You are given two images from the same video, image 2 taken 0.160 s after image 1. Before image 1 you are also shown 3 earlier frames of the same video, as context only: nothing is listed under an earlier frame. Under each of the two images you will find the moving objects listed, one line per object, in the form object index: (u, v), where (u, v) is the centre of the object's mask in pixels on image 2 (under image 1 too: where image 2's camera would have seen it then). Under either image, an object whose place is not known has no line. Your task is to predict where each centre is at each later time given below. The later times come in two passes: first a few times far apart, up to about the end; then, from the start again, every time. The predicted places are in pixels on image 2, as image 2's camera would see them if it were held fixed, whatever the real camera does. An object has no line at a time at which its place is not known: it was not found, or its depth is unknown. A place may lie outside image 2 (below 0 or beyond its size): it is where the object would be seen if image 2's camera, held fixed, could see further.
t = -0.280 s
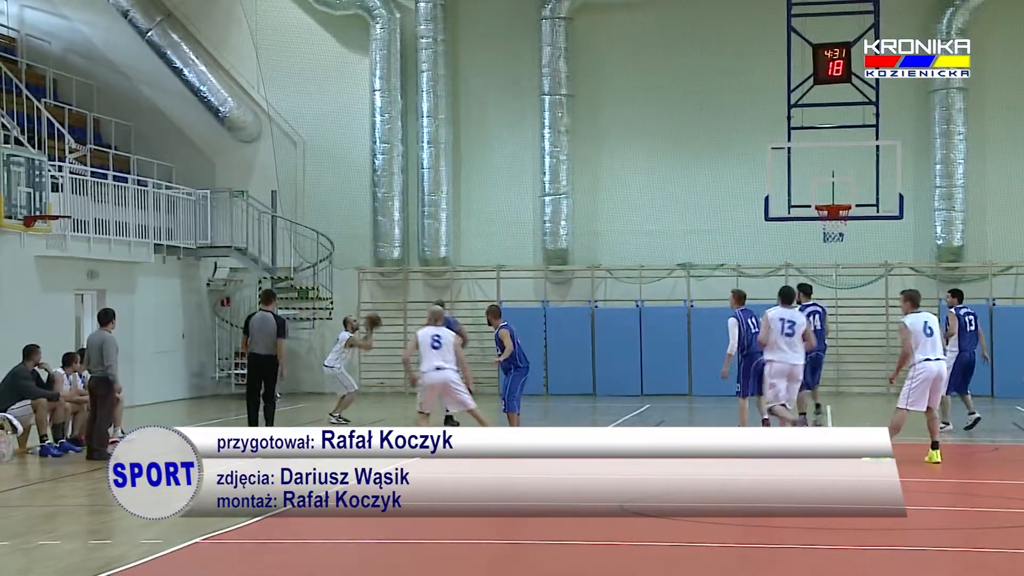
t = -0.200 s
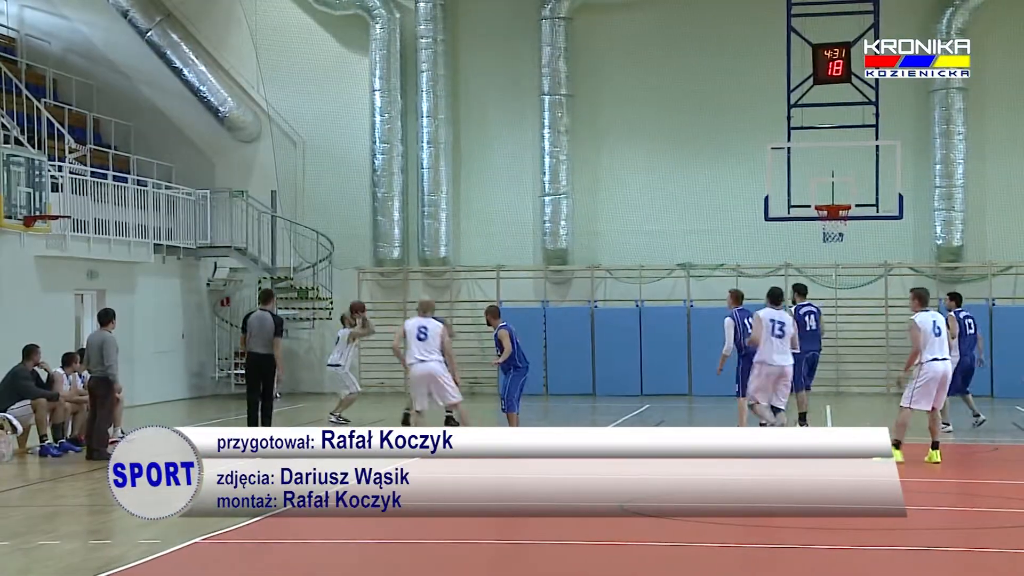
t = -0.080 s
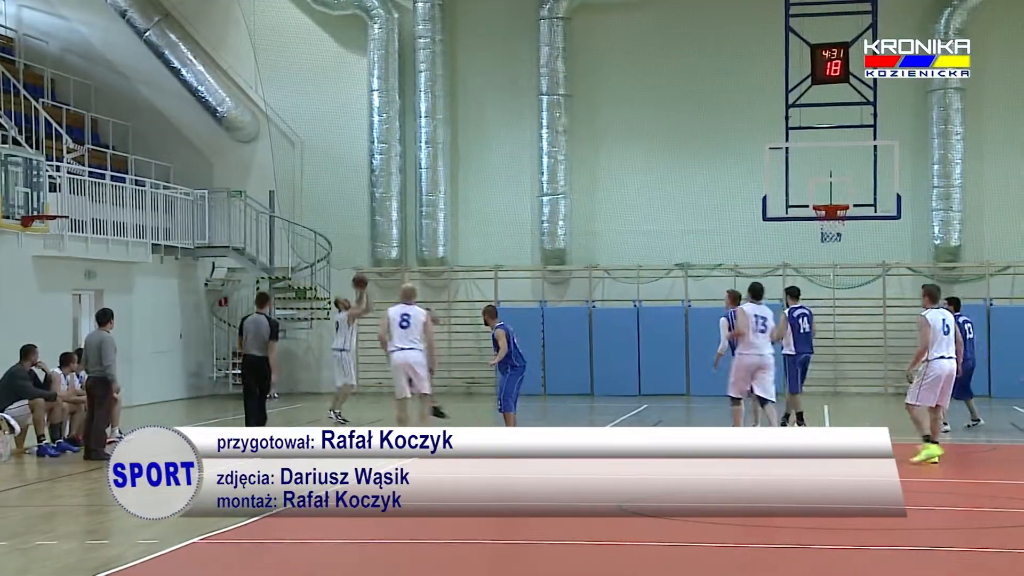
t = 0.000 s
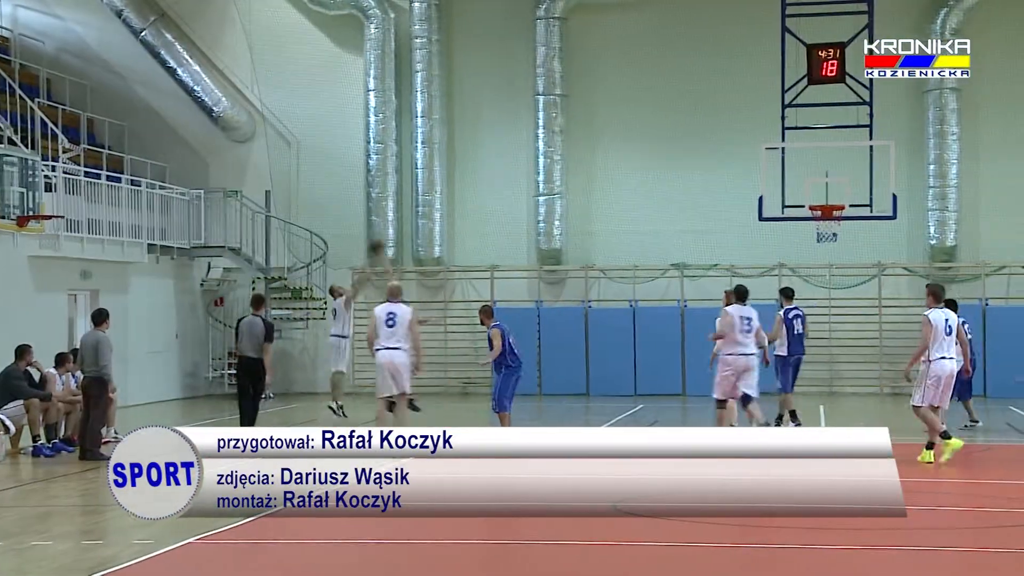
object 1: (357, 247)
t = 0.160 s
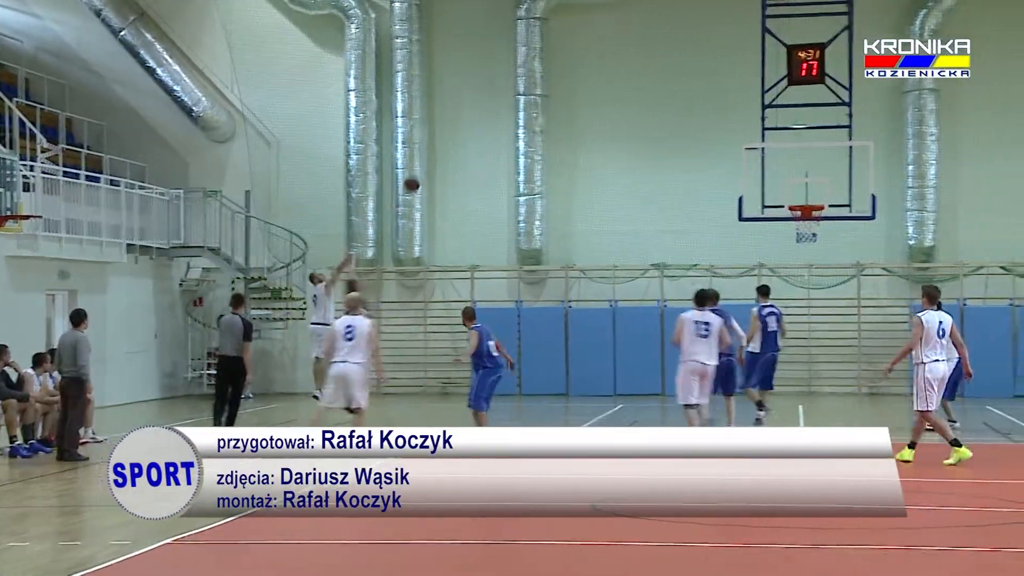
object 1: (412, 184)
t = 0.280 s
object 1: (453, 147)
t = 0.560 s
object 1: (545, 97)
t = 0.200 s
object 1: (426, 171)
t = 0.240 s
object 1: (439, 158)
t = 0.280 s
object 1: (453, 147)
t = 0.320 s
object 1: (466, 137)
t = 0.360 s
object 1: (480, 128)
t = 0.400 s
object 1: (492, 120)
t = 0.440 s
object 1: (506, 112)
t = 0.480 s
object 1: (519, 106)
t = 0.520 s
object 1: (533, 101)
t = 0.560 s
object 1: (545, 97)
